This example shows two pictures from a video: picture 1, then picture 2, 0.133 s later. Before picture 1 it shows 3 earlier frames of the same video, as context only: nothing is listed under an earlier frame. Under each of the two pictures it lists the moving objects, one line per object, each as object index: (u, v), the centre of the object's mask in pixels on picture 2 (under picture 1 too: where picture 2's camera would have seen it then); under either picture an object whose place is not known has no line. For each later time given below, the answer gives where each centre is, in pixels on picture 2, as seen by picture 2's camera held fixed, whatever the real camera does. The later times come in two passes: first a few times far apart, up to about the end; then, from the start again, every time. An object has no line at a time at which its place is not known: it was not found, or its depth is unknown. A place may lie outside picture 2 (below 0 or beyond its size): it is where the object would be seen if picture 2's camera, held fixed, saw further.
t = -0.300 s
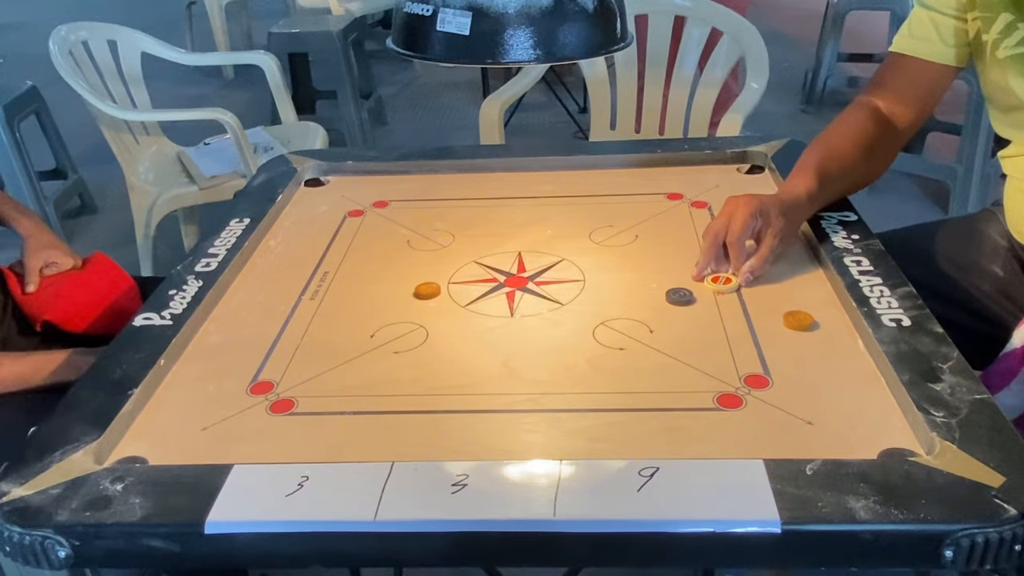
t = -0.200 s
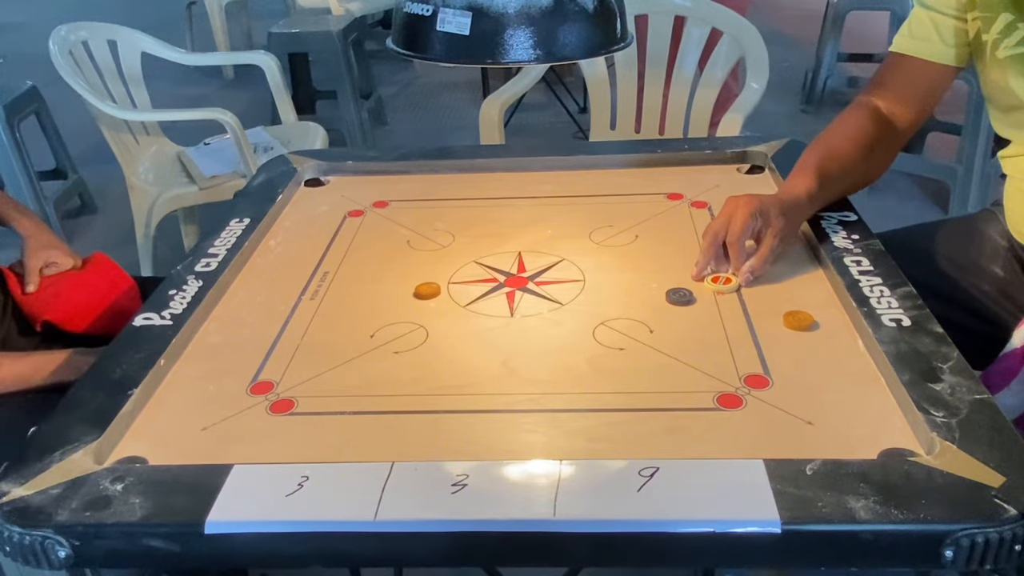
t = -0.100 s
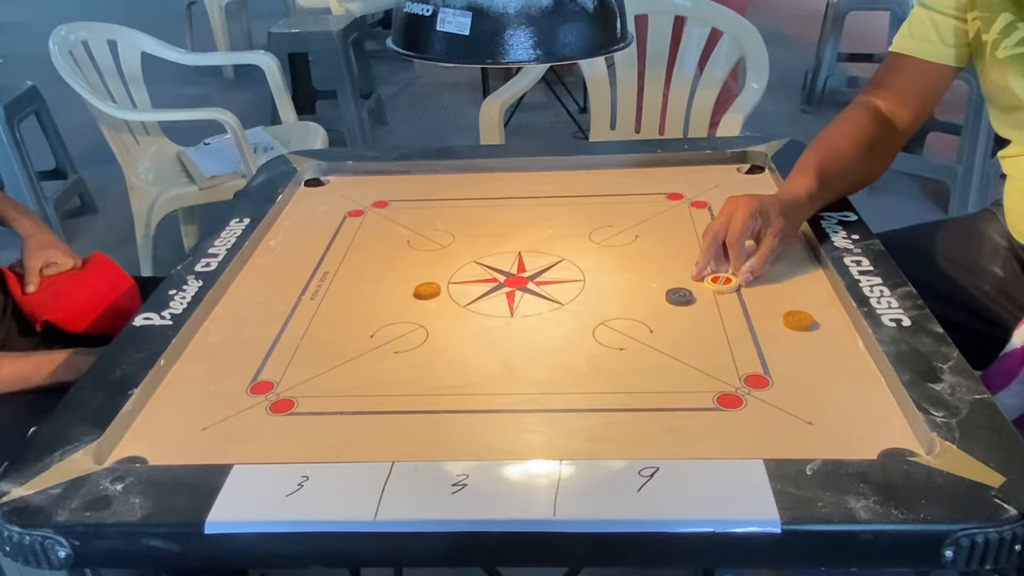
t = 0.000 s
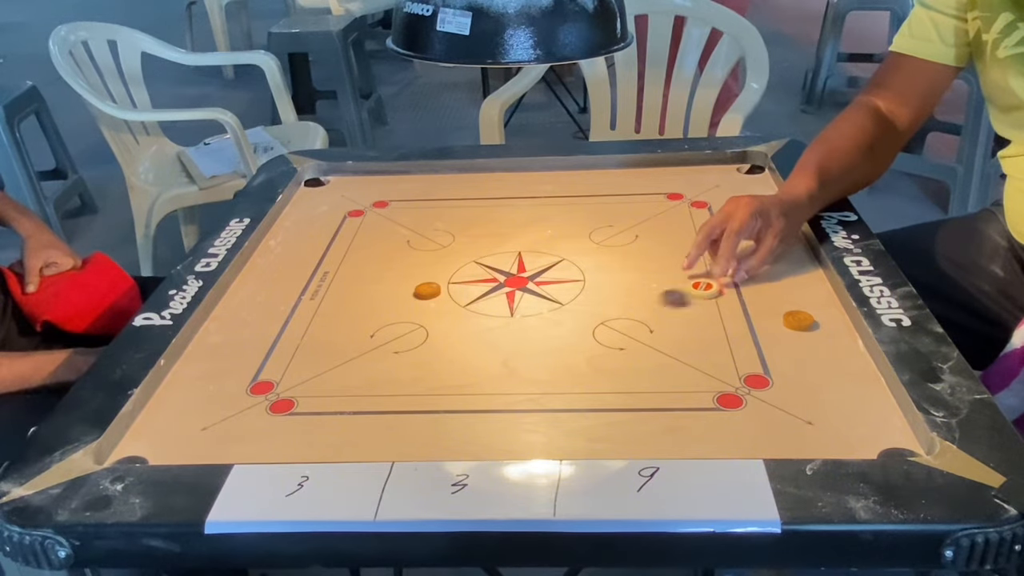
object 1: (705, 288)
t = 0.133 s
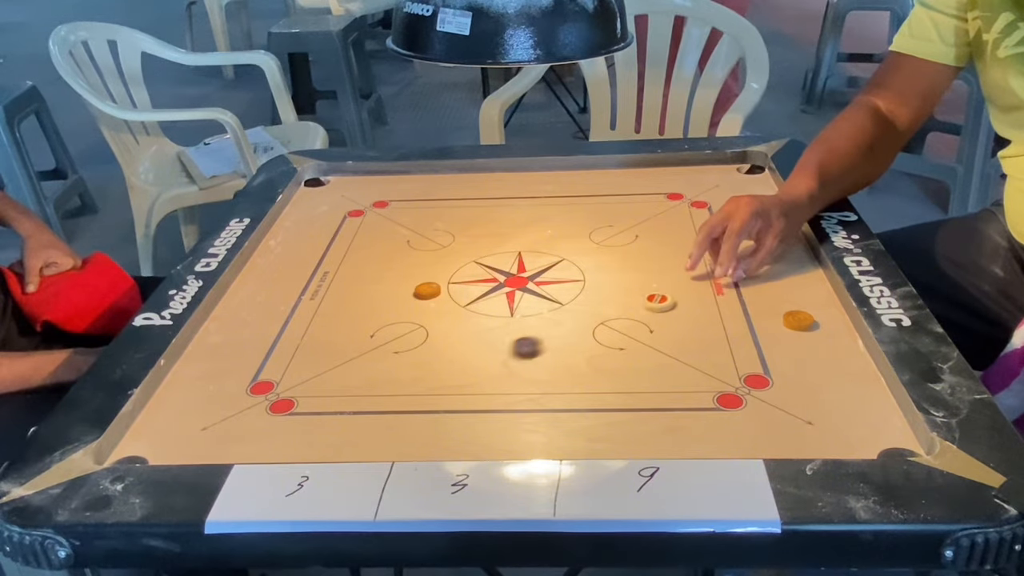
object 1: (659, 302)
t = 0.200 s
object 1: (640, 306)
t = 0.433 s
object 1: (604, 314)
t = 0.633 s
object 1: (602, 314)
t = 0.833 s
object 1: (602, 314)
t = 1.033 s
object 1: (602, 314)
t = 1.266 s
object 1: (602, 314)
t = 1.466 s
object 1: (602, 314)
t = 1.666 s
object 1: (602, 314)
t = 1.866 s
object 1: (602, 314)
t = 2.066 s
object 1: (602, 314)
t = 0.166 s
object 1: (648, 304)
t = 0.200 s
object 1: (640, 306)
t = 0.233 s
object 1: (632, 308)
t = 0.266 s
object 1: (625, 310)
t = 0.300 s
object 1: (619, 311)
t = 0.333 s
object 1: (614, 312)
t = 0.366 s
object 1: (610, 312)
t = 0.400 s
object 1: (606, 313)
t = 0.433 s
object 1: (604, 314)
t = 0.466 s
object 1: (602, 314)
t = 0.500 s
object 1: (602, 314)
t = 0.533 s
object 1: (602, 314)
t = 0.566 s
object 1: (602, 314)
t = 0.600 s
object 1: (602, 314)
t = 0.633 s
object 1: (602, 314)
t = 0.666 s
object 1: (602, 314)
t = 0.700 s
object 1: (602, 314)
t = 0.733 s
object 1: (602, 314)
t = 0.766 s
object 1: (602, 314)
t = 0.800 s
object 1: (602, 314)
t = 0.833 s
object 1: (602, 314)
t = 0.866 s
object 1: (602, 314)
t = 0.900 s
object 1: (602, 314)
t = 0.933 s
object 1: (602, 314)
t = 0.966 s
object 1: (602, 314)
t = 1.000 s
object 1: (602, 314)
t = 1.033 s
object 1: (602, 314)
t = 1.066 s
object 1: (602, 314)
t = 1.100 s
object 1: (602, 314)
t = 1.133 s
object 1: (602, 314)
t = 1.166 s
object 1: (602, 314)
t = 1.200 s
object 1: (602, 314)
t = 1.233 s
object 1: (602, 314)
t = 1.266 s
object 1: (602, 314)
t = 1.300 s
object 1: (602, 314)
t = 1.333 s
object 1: (602, 314)
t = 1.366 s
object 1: (602, 314)
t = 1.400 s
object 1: (602, 314)
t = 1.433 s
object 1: (602, 314)
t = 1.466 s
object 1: (602, 314)
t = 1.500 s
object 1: (602, 314)
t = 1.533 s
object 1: (602, 314)
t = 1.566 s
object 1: (602, 314)
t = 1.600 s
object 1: (602, 314)
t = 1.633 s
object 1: (602, 314)
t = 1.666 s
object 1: (602, 314)
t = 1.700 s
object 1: (602, 314)
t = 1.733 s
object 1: (602, 314)
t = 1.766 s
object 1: (602, 314)
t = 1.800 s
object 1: (602, 314)
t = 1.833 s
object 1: (602, 314)
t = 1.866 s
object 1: (602, 314)
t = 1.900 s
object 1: (602, 314)
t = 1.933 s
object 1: (602, 314)
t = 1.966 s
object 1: (602, 314)
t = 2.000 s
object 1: (602, 314)
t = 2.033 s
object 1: (602, 314)
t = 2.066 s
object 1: (602, 314)
